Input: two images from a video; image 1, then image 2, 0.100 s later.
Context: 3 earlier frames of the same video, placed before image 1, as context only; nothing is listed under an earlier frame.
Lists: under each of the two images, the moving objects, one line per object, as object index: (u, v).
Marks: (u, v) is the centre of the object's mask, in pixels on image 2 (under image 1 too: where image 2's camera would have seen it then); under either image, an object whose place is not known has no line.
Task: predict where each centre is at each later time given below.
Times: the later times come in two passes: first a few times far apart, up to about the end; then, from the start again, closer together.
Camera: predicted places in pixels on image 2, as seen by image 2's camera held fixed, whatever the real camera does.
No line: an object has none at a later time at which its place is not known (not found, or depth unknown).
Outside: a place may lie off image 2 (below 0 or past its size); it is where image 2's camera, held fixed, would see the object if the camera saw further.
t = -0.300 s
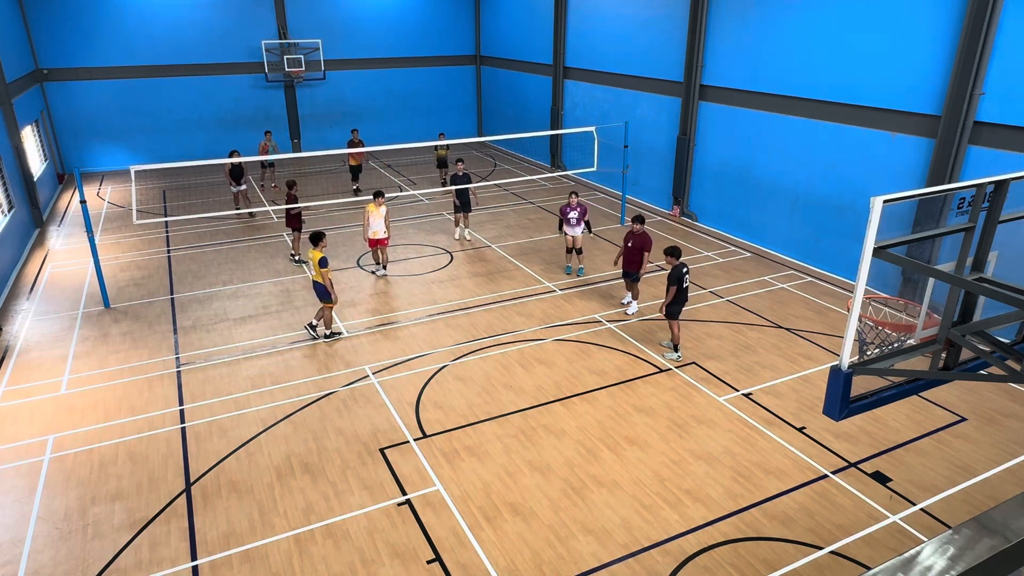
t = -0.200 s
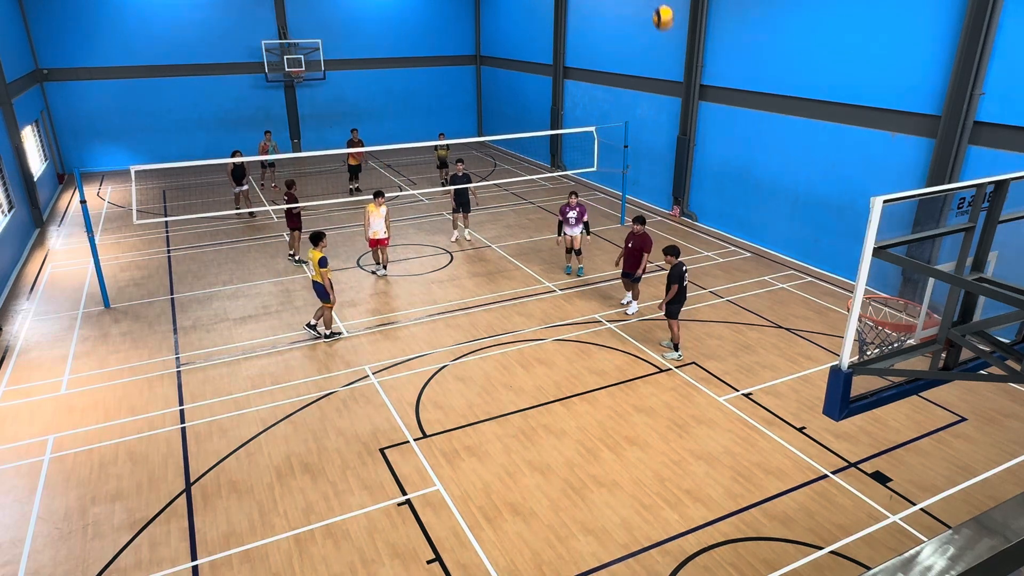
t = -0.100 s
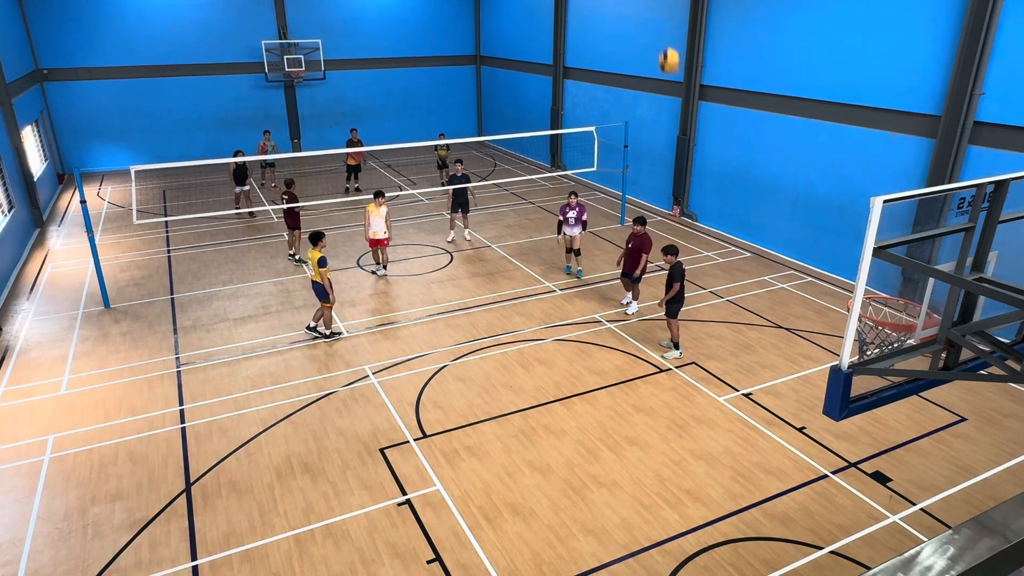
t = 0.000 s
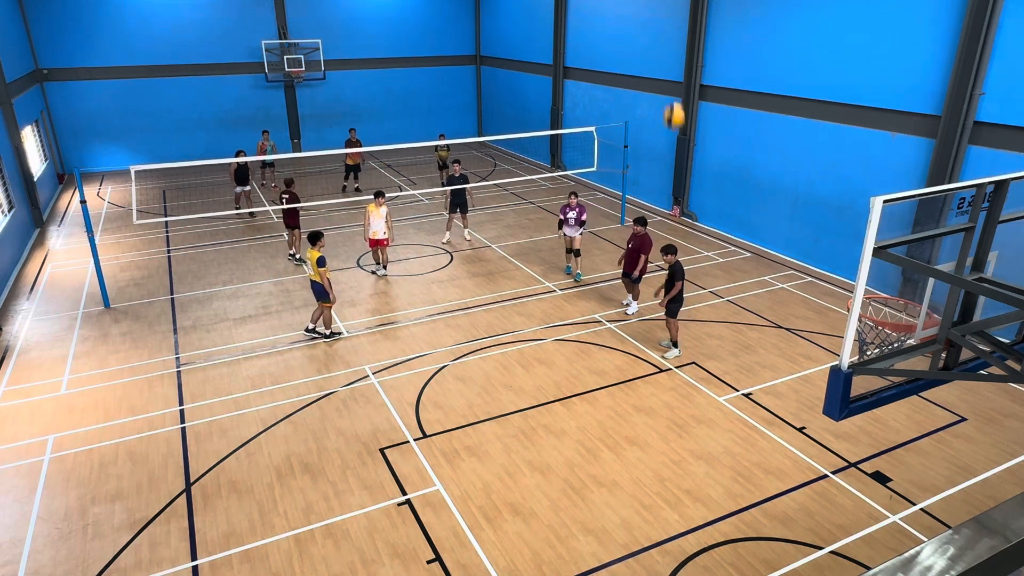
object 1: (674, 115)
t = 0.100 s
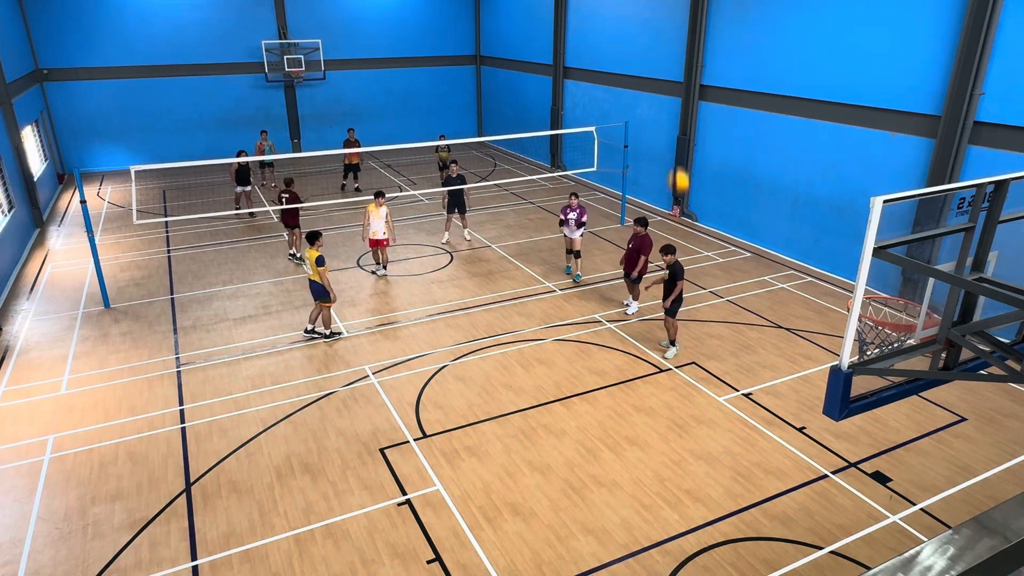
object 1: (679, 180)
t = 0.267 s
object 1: (685, 305)
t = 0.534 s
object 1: (692, 497)
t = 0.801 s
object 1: (734, 391)
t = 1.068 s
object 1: (779, 329)
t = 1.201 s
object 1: (803, 326)
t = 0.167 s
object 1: (682, 227)
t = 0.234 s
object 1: (683, 281)
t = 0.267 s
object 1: (685, 305)
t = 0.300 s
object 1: (685, 333)
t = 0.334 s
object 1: (684, 362)
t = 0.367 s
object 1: (685, 391)
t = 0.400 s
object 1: (686, 420)
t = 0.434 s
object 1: (686, 449)
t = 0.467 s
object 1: (686, 479)
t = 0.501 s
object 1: (686, 508)
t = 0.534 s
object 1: (692, 497)
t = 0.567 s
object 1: (696, 482)
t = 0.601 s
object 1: (701, 467)
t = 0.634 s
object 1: (707, 453)
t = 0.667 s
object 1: (712, 440)
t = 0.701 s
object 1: (717, 427)
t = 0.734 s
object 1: (722, 415)
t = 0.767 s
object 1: (728, 402)
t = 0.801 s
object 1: (734, 391)
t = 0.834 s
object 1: (739, 380)
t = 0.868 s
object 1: (745, 370)
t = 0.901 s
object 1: (751, 360)
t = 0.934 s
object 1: (756, 352)
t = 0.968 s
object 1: (762, 346)
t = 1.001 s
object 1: (768, 338)
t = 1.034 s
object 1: (774, 333)
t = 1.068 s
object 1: (779, 329)
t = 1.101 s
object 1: (785, 326)
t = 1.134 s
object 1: (791, 324)
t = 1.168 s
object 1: (797, 324)
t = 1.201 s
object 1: (803, 326)
